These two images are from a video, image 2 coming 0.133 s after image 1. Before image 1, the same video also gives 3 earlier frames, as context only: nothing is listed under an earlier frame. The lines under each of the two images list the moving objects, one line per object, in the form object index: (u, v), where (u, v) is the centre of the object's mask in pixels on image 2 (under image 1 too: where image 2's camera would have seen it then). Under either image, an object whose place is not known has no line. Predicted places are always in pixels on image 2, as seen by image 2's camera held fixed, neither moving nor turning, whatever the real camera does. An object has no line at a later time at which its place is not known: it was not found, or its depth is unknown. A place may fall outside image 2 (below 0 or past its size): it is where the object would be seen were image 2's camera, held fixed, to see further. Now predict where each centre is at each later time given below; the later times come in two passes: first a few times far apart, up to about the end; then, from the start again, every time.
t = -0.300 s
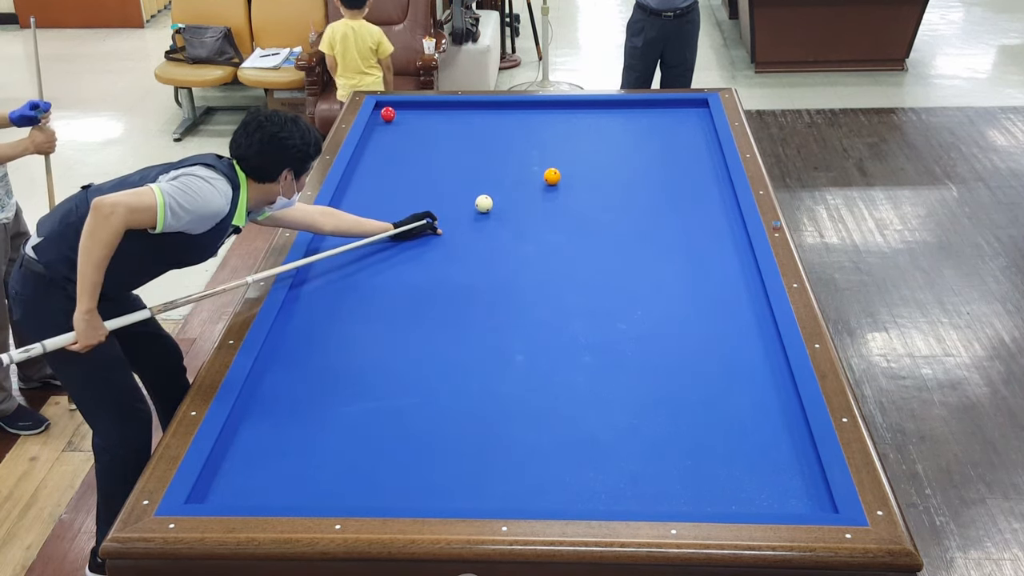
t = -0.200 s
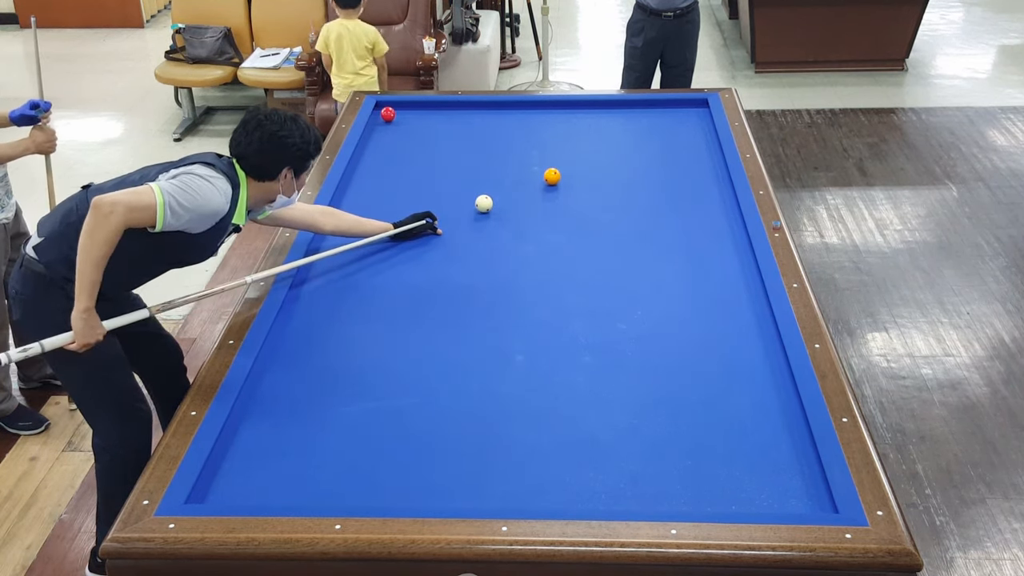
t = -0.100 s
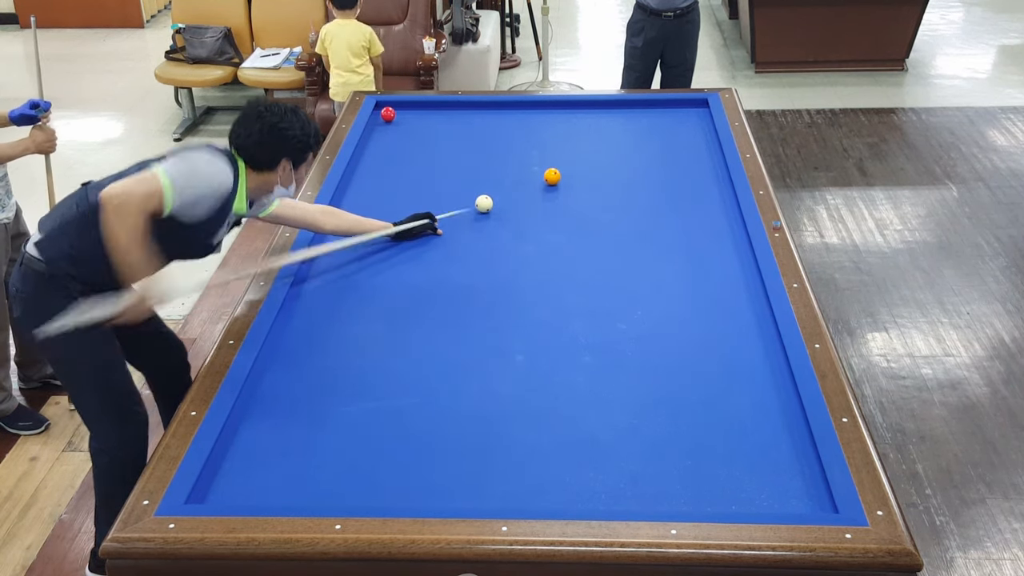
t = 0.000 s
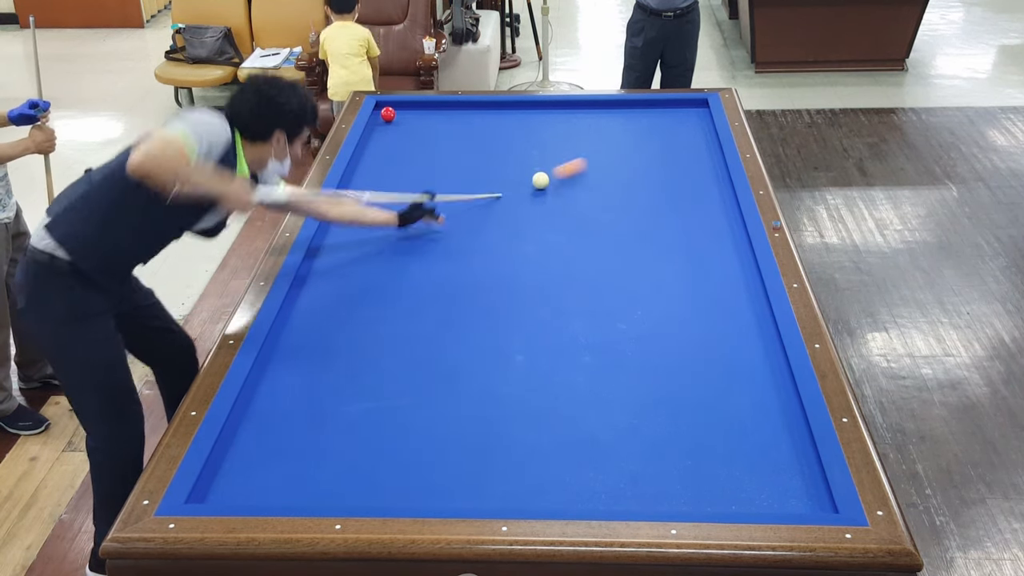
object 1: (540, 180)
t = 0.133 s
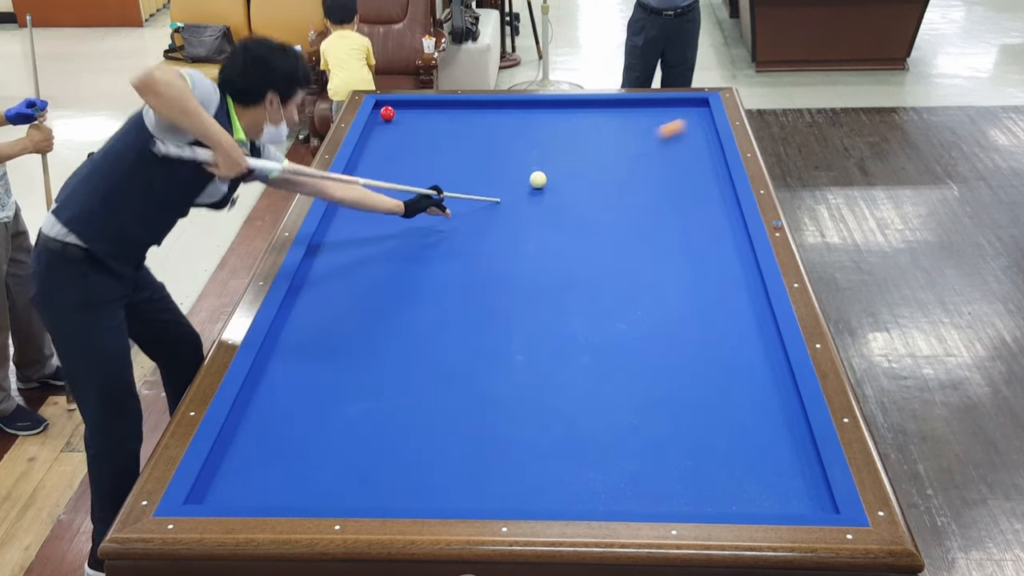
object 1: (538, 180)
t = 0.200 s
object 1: (534, 180)
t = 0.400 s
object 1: (510, 187)
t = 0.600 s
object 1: (470, 199)
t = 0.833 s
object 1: (410, 220)
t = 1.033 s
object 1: (354, 238)
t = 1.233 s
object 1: (323, 258)
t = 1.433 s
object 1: (343, 285)
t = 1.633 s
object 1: (364, 312)
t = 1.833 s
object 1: (385, 343)
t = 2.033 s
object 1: (409, 376)
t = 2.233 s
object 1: (435, 412)
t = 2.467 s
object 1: (469, 459)
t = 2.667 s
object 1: (503, 497)
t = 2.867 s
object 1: (551, 470)
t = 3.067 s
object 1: (595, 447)
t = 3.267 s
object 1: (636, 425)
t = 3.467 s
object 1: (674, 405)
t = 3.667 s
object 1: (711, 386)
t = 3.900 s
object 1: (750, 365)
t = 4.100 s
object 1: (768, 349)
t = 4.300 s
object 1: (743, 333)
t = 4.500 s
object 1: (719, 319)
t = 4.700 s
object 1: (697, 306)
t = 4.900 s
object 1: (677, 293)
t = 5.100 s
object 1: (657, 281)
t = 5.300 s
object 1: (639, 270)
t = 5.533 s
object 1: (619, 258)
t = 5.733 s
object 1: (603, 248)
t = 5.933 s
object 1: (588, 239)
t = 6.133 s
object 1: (574, 230)
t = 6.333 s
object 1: (560, 221)
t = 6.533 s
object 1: (547, 213)
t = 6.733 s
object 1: (534, 205)
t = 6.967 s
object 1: (520, 197)
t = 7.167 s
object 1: (509, 190)
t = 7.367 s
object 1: (499, 184)
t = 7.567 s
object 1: (488, 177)
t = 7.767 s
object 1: (478, 172)
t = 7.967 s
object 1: (469, 166)
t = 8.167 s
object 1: (460, 161)
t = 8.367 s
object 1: (451, 156)
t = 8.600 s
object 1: (442, 150)
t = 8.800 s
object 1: (434, 146)
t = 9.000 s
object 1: (427, 141)
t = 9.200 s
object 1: (420, 137)
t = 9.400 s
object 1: (414, 133)
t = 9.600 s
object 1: (407, 130)
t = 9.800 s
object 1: (401, 126)
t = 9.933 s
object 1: (397, 124)
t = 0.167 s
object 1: (536, 180)
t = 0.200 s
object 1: (534, 180)
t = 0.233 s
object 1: (531, 181)
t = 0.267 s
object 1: (528, 182)
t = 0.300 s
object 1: (524, 183)
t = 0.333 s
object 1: (520, 184)
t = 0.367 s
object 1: (515, 185)
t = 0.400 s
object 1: (510, 187)
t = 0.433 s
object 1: (505, 188)
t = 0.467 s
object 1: (499, 190)
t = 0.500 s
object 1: (492, 192)
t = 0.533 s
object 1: (485, 195)
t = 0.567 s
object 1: (478, 197)
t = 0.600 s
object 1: (470, 199)
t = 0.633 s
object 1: (462, 202)
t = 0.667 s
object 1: (453, 205)
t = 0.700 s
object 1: (445, 208)
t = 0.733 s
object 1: (436, 211)
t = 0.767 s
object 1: (427, 214)
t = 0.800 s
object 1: (418, 217)
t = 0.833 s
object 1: (410, 220)
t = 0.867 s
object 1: (401, 223)
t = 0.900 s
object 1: (392, 226)
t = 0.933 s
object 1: (382, 229)
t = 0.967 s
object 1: (373, 232)
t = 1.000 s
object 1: (364, 235)
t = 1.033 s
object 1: (354, 238)
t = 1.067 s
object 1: (345, 241)
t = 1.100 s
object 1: (335, 244)
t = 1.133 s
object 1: (325, 247)
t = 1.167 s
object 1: (316, 250)
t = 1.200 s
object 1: (318, 255)
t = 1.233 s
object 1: (323, 258)
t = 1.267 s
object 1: (327, 263)
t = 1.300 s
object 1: (331, 267)
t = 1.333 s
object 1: (334, 271)
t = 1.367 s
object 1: (337, 276)
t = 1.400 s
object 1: (340, 280)
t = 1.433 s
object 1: (343, 285)
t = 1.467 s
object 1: (347, 289)
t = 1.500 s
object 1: (350, 294)
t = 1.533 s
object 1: (353, 298)
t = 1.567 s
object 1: (357, 303)
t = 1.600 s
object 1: (360, 307)
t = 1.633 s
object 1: (364, 312)
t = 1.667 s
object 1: (367, 317)
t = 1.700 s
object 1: (371, 322)
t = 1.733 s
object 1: (374, 327)
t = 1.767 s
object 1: (378, 332)
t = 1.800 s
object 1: (381, 338)
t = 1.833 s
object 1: (385, 343)
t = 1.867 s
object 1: (389, 348)
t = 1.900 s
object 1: (393, 354)
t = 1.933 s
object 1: (397, 359)
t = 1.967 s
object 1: (401, 365)
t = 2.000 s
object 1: (405, 370)
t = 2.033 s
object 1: (409, 376)
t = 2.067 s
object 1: (413, 382)
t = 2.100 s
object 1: (417, 388)
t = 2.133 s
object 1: (422, 394)
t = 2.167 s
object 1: (426, 400)
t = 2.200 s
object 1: (431, 406)
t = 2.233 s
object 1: (435, 412)
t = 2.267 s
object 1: (440, 419)
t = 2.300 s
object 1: (445, 425)
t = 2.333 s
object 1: (449, 432)
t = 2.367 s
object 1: (454, 438)
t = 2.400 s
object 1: (459, 445)
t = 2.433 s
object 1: (464, 452)
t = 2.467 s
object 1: (469, 459)
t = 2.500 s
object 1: (474, 467)
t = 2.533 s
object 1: (479, 474)
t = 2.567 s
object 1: (485, 481)
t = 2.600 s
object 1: (490, 489)
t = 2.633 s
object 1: (496, 495)
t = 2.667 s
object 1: (503, 497)
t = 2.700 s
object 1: (511, 493)
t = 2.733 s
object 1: (520, 488)
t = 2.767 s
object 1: (528, 483)
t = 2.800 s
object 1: (536, 478)
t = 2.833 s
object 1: (543, 474)
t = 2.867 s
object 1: (551, 470)
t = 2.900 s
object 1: (559, 466)
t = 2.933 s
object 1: (566, 462)
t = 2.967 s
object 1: (573, 458)
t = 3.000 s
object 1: (581, 455)
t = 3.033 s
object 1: (588, 451)
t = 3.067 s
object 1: (595, 447)
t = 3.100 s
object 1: (602, 443)
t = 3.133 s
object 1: (609, 440)
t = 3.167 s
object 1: (616, 436)
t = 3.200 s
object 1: (623, 432)
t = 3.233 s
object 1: (630, 429)
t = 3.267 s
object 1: (636, 425)
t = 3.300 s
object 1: (643, 422)
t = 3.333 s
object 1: (649, 418)
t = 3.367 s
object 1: (656, 415)
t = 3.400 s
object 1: (662, 412)
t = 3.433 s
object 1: (668, 408)
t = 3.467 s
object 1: (674, 405)
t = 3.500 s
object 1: (681, 402)
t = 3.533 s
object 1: (687, 398)
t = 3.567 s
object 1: (693, 395)
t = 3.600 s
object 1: (699, 392)
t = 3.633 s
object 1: (705, 389)
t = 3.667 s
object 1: (711, 386)
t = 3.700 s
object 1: (717, 383)
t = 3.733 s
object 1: (722, 380)
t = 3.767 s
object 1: (728, 377)
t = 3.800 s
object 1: (734, 374)
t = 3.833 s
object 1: (739, 371)
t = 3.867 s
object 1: (744, 368)
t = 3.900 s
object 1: (750, 365)
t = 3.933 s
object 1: (755, 362)
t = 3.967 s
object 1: (761, 359)
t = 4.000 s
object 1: (766, 356)
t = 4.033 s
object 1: (771, 354)
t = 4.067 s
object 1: (774, 351)
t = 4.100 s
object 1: (768, 349)
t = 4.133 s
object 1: (763, 346)
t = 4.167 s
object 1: (759, 343)
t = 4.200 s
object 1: (755, 341)
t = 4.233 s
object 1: (751, 338)
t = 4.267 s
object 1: (747, 336)
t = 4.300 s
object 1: (743, 333)
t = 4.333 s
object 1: (739, 331)
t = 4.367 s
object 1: (734, 328)
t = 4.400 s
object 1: (731, 326)
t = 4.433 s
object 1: (727, 324)
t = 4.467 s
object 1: (723, 321)
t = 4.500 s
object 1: (719, 319)
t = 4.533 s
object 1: (715, 317)
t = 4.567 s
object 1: (712, 315)
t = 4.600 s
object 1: (708, 312)
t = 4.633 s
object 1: (704, 310)
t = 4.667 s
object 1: (701, 308)
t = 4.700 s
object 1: (697, 306)
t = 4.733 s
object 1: (694, 304)
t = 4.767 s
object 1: (690, 301)
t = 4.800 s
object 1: (687, 299)
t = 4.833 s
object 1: (683, 297)
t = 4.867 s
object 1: (680, 295)
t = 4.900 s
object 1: (677, 293)
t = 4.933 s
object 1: (673, 291)
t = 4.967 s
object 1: (670, 289)
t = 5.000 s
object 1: (667, 287)
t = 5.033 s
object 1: (664, 285)
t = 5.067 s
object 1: (661, 283)
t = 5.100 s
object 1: (657, 281)
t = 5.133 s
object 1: (654, 279)
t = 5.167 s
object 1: (651, 277)
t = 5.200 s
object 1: (648, 276)
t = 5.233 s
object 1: (645, 274)
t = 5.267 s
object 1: (642, 272)
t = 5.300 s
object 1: (639, 270)
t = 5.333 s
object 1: (636, 268)
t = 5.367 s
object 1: (633, 266)
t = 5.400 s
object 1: (630, 265)
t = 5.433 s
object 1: (628, 263)
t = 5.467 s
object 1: (625, 261)
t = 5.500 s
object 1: (622, 260)
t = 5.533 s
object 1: (619, 258)
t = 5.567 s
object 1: (617, 256)
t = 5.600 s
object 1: (614, 255)
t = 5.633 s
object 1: (611, 253)
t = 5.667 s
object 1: (608, 251)
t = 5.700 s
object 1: (606, 250)
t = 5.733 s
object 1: (603, 248)
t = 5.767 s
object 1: (600, 246)
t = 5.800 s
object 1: (598, 245)
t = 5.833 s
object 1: (595, 243)
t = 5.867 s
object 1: (593, 242)
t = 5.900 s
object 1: (590, 240)
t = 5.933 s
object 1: (588, 239)
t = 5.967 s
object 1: (586, 237)
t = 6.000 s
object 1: (583, 236)
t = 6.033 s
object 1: (581, 234)
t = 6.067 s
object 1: (578, 232)
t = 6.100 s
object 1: (576, 231)
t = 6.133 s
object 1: (574, 230)
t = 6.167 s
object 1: (571, 228)
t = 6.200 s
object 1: (569, 227)
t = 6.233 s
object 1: (567, 226)
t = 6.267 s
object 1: (564, 224)
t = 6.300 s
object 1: (562, 223)
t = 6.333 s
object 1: (560, 221)
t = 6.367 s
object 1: (558, 220)
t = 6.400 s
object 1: (555, 219)
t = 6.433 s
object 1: (553, 217)
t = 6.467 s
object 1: (551, 216)
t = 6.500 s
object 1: (549, 215)
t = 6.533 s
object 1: (547, 213)
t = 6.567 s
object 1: (545, 212)
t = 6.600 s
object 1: (543, 211)
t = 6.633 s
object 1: (540, 209)
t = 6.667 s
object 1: (538, 208)
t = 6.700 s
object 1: (536, 207)
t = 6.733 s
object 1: (534, 205)
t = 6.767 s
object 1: (532, 204)
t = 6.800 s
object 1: (530, 203)
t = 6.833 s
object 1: (528, 202)
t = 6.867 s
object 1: (526, 201)
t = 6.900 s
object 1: (524, 199)
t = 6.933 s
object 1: (522, 198)
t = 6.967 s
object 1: (520, 197)
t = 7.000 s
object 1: (518, 196)
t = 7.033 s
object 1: (517, 195)
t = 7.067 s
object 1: (515, 194)
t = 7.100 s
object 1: (513, 192)
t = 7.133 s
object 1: (511, 191)
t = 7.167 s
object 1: (509, 190)
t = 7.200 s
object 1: (507, 189)
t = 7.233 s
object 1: (506, 188)
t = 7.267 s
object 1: (504, 187)
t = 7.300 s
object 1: (502, 186)
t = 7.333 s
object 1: (501, 185)
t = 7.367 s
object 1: (499, 184)
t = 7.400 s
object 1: (497, 183)
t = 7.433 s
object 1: (495, 181)
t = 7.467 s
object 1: (494, 180)
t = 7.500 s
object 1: (492, 180)
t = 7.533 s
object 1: (490, 179)
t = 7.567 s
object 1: (488, 177)
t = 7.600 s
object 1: (487, 176)
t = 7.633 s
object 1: (485, 176)
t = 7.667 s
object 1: (484, 174)
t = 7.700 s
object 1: (482, 174)
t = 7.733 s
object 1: (480, 173)
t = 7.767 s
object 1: (478, 172)
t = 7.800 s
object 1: (477, 171)
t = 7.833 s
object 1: (475, 170)
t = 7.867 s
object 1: (474, 169)
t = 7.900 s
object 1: (472, 168)
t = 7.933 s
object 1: (471, 167)
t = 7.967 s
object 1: (469, 166)
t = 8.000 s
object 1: (468, 165)
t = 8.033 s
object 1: (466, 164)
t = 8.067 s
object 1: (465, 163)
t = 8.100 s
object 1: (463, 162)
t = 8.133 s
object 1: (462, 162)
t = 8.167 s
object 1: (460, 161)
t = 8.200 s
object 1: (459, 160)
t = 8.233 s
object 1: (457, 159)
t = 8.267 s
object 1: (456, 158)
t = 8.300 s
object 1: (454, 157)
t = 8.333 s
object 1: (453, 157)
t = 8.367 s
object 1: (451, 156)
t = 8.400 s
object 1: (450, 155)
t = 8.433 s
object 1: (449, 154)
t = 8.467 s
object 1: (447, 153)
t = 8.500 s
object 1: (446, 153)
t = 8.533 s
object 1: (445, 152)
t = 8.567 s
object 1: (444, 151)
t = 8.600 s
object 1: (442, 150)
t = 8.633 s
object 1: (441, 149)
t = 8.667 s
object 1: (440, 149)
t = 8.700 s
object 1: (438, 148)
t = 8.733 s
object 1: (437, 147)
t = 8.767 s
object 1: (436, 146)
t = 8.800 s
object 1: (434, 146)
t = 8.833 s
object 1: (433, 145)
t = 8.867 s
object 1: (432, 144)
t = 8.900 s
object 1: (431, 143)
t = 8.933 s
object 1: (430, 143)
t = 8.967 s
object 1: (428, 142)
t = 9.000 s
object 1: (427, 141)
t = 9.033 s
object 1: (426, 140)
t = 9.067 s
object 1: (425, 140)
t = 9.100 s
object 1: (424, 139)
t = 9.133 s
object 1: (423, 139)
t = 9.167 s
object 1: (421, 138)
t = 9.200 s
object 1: (420, 137)
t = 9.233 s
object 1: (419, 136)
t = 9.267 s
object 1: (418, 136)
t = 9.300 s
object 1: (417, 135)
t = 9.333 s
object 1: (416, 135)
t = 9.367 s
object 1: (415, 134)
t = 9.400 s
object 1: (414, 133)
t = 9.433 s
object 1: (413, 133)
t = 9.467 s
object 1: (412, 132)
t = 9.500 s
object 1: (411, 131)
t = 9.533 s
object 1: (410, 131)
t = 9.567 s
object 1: (409, 130)
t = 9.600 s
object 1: (407, 130)
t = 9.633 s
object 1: (406, 129)
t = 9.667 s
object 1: (405, 128)
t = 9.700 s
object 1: (404, 128)
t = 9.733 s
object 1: (403, 127)
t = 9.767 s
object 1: (403, 127)
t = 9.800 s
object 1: (401, 126)
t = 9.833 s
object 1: (401, 125)
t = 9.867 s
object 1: (399, 125)
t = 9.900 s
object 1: (398, 124)
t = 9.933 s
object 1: (397, 124)
